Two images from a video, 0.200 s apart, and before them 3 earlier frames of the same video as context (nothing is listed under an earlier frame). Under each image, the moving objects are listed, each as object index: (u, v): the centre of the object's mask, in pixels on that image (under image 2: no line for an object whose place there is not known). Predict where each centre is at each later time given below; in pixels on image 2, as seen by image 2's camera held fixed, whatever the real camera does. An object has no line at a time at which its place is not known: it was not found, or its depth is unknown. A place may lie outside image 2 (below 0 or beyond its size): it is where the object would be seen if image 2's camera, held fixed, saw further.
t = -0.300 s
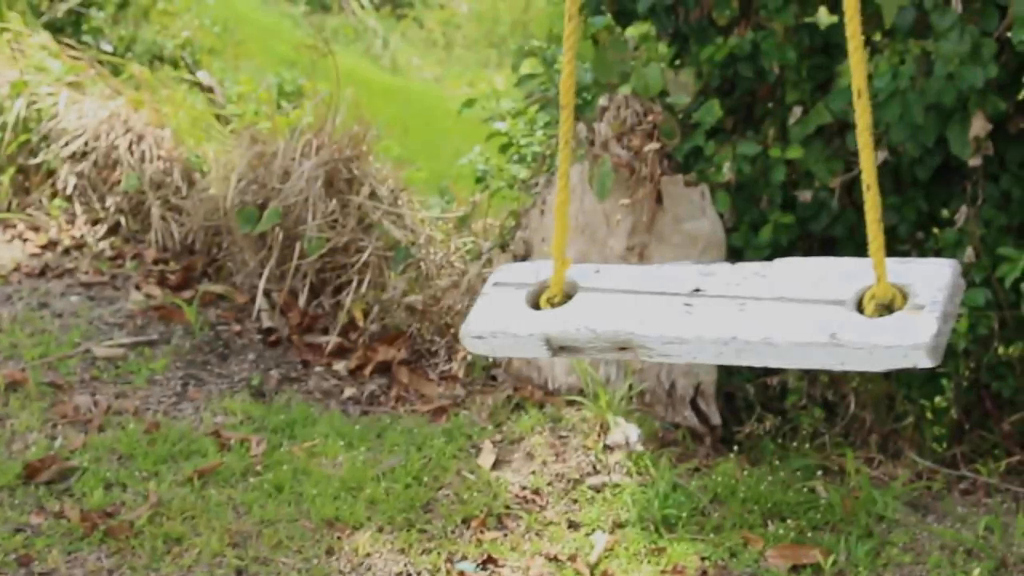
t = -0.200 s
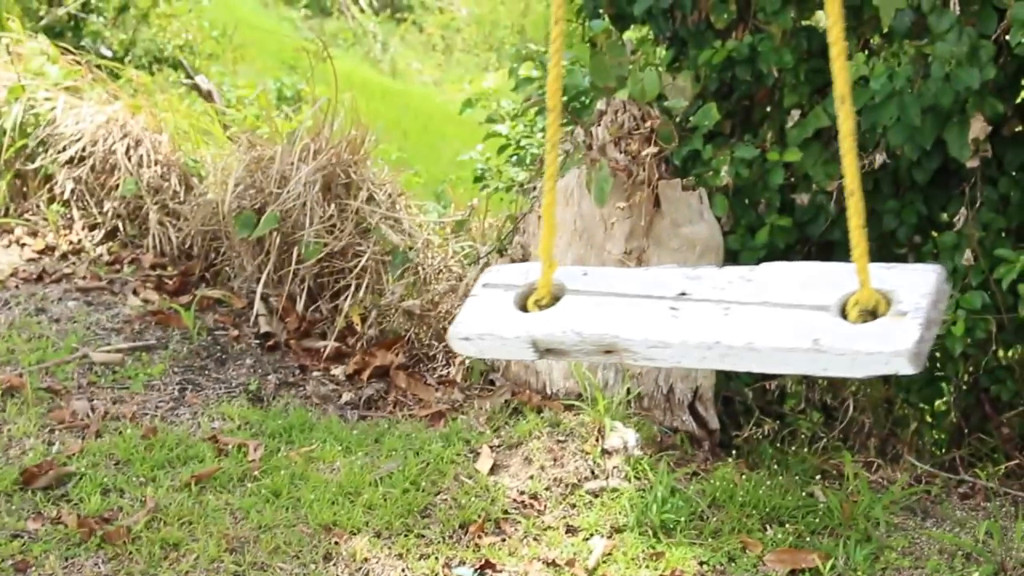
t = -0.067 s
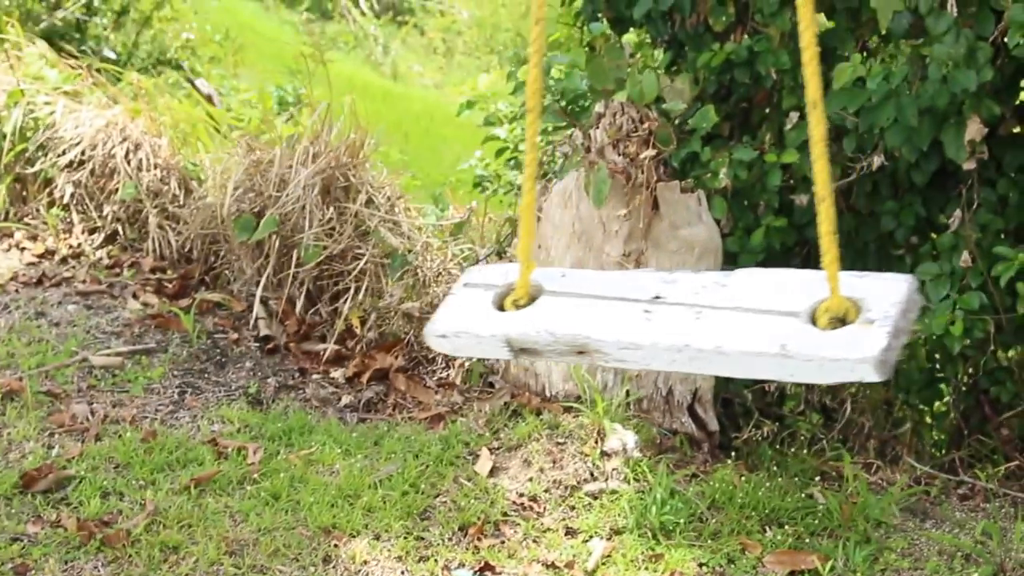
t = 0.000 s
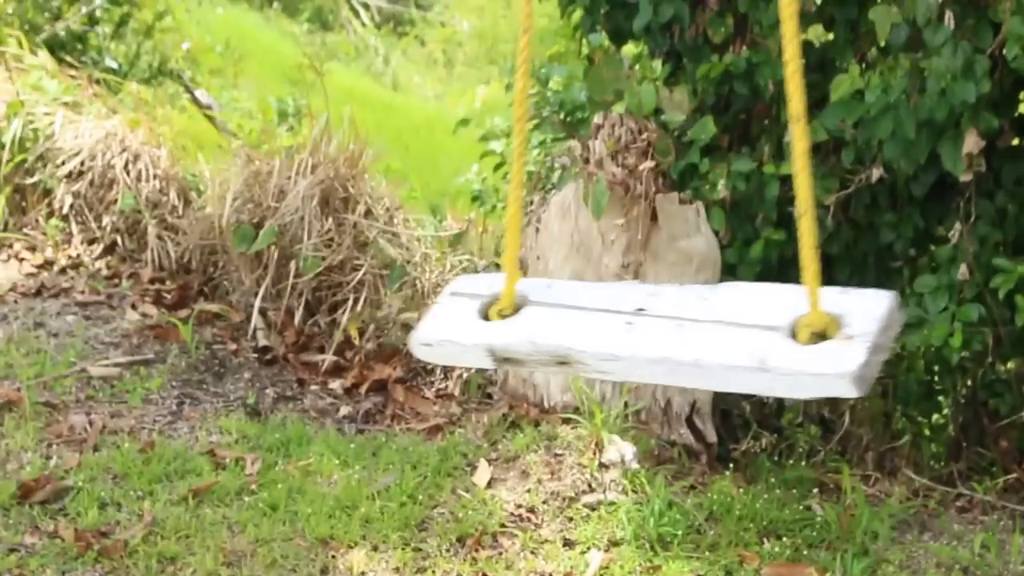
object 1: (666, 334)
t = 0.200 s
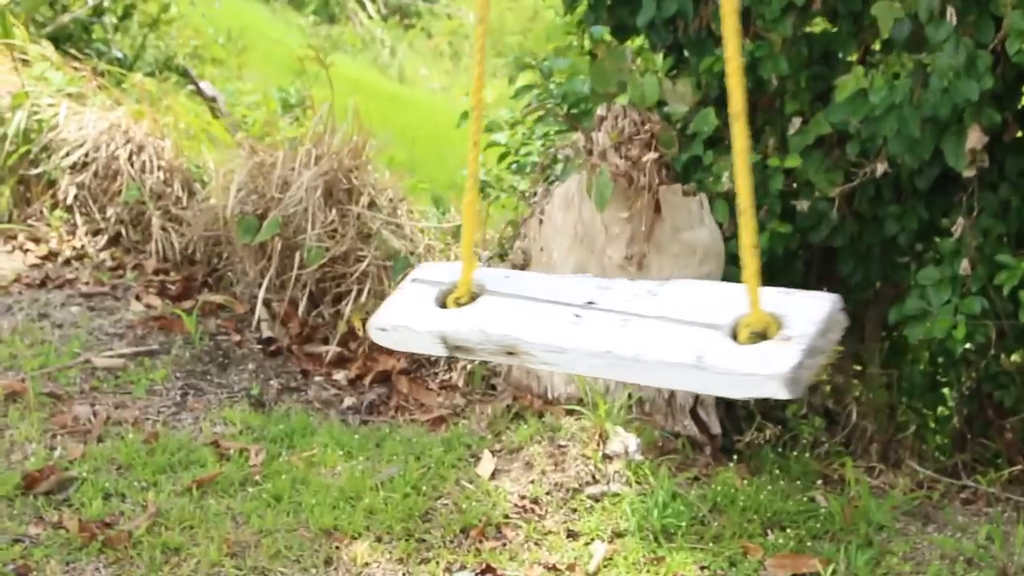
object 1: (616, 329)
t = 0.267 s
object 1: (595, 330)
